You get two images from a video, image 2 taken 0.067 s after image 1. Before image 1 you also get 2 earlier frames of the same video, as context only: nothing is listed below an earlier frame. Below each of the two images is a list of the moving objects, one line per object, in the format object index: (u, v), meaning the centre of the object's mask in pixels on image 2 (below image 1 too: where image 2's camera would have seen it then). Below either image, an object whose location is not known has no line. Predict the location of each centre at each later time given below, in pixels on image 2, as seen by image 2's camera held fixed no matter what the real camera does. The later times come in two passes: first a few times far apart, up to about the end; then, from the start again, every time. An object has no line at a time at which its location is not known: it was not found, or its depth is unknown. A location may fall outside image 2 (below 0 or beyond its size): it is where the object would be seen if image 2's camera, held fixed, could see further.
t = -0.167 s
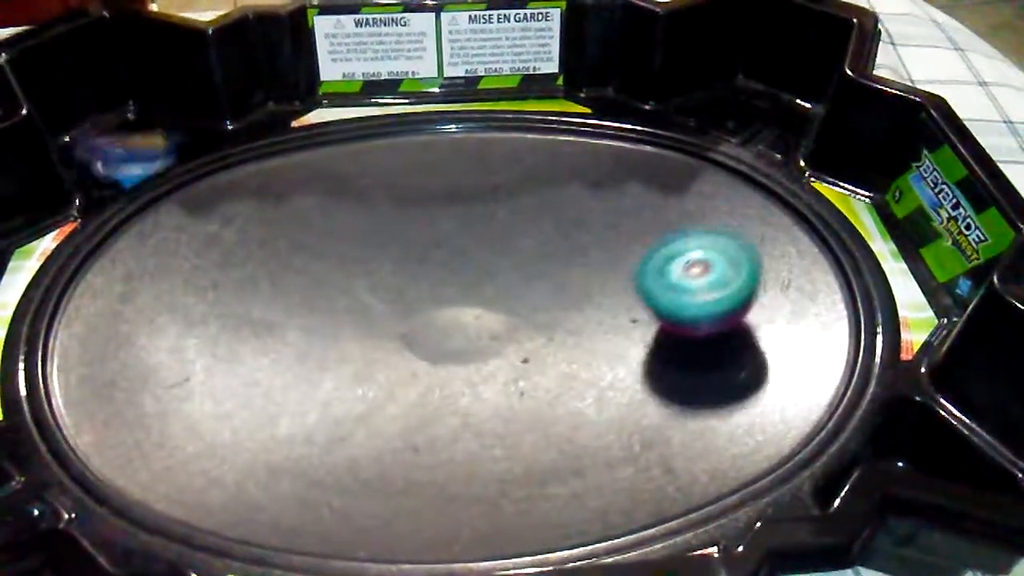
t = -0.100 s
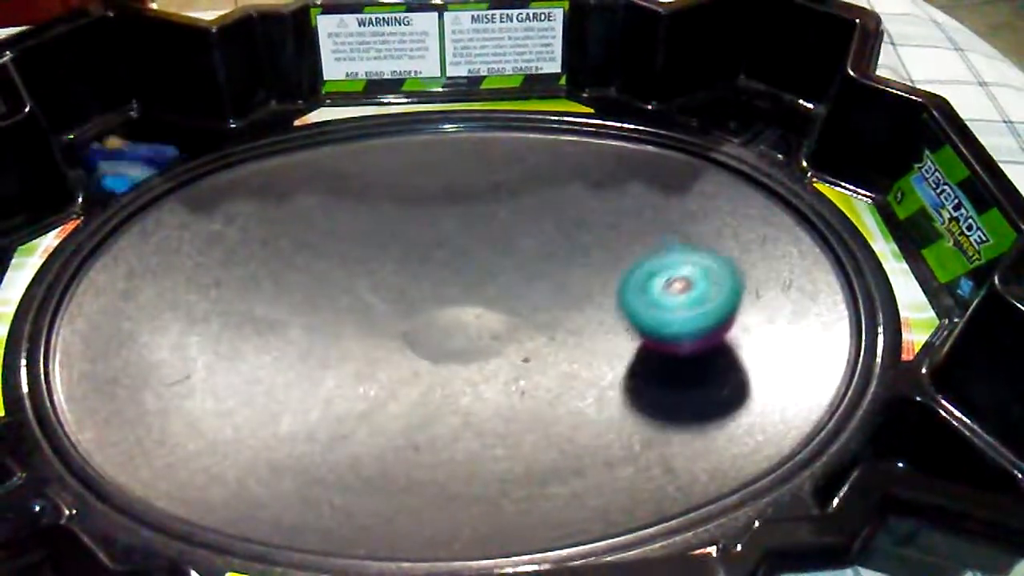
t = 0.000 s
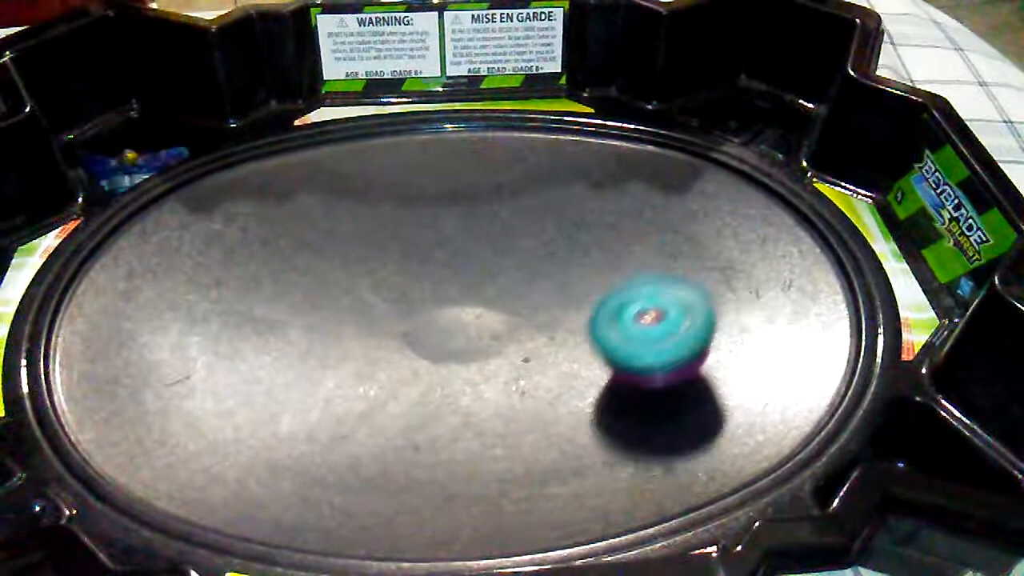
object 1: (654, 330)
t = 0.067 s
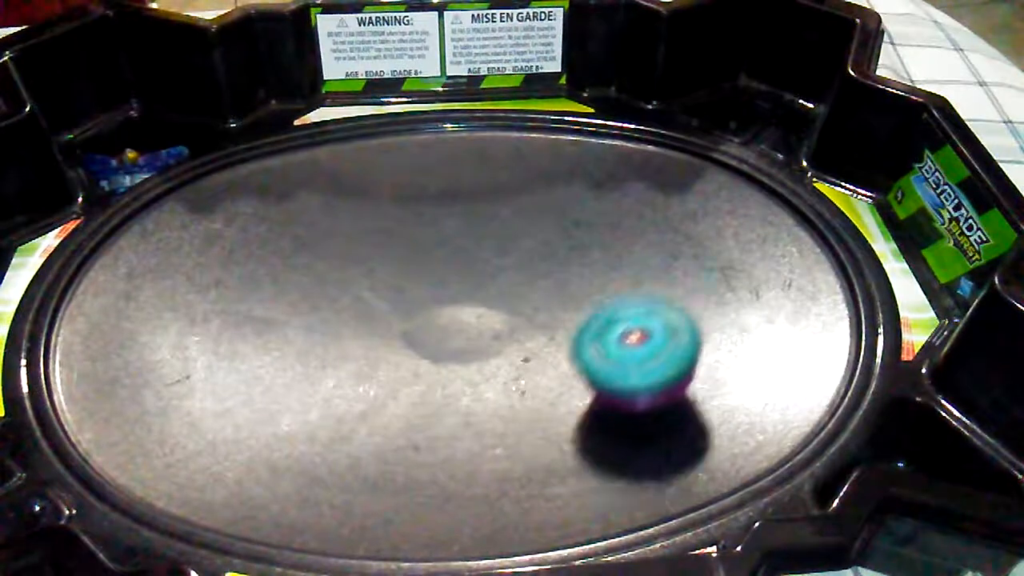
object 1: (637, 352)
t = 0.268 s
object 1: (607, 404)
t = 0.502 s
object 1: (561, 414)
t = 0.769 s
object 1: (398, 408)
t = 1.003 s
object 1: (262, 410)
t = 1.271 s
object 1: (204, 387)
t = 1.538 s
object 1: (213, 328)
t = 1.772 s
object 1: (217, 265)
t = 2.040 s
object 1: (241, 239)
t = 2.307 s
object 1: (344, 230)
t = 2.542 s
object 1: (444, 209)
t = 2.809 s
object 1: (521, 214)
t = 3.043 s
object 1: (586, 237)
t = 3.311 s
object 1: (636, 268)
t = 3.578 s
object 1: (635, 310)
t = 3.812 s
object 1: (591, 355)
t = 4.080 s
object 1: (509, 391)
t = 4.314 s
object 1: (414, 392)
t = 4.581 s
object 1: (294, 362)
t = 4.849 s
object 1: (227, 330)
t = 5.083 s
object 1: (237, 300)
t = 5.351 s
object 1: (296, 261)
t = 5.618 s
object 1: (386, 232)
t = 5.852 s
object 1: (462, 224)
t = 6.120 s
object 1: (548, 246)
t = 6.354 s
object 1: (607, 273)
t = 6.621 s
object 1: (616, 305)
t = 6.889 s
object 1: (553, 348)
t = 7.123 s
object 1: (454, 378)
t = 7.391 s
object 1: (345, 377)
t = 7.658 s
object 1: (280, 345)
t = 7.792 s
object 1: (272, 321)
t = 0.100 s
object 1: (630, 363)
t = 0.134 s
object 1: (625, 373)
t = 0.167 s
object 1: (619, 382)
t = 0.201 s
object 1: (615, 391)
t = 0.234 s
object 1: (611, 398)
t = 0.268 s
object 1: (607, 404)
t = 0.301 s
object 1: (604, 408)
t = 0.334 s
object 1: (600, 411)
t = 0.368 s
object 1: (595, 413)
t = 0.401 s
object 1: (590, 413)
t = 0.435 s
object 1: (583, 414)
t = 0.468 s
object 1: (572, 414)
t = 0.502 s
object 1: (561, 414)
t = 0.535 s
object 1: (546, 413)
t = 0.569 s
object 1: (529, 412)
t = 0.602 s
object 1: (510, 411)
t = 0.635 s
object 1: (490, 410)
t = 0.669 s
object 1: (468, 409)
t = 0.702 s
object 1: (445, 409)
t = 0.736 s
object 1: (420, 409)
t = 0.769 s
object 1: (398, 408)
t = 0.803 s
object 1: (375, 407)
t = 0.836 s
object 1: (352, 408)
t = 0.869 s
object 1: (329, 409)
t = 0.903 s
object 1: (310, 409)
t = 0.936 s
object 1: (292, 410)
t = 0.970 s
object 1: (276, 411)
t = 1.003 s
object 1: (262, 410)
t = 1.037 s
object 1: (251, 410)
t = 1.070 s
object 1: (241, 409)
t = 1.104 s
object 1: (232, 407)
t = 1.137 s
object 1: (225, 405)
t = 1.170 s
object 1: (217, 402)
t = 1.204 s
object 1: (212, 397)
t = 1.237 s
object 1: (208, 392)
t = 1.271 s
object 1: (204, 387)
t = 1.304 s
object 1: (201, 380)
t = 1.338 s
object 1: (200, 375)
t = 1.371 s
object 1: (200, 369)
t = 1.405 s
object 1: (202, 363)
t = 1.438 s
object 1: (204, 356)
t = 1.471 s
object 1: (207, 348)
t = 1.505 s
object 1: (210, 339)
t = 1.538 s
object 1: (213, 328)
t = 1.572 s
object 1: (215, 319)
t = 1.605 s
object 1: (218, 309)
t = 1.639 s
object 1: (219, 298)
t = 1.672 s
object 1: (219, 288)
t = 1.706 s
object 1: (219, 280)
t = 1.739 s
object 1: (217, 272)
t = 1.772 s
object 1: (217, 265)
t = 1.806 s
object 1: (216, 260)
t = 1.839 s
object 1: (216, 254)
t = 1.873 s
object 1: (218, 251)
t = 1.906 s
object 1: (220, 247)
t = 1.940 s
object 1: (223, 244)
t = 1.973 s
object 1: (227, 242)
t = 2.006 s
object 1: (233, 240)
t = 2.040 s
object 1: (241, 239)
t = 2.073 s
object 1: (250, 237)
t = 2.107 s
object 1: (260, 236)
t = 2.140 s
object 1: (271, 235)
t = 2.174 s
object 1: (283, 233)
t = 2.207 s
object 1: (297, 233)
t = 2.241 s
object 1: (312, 232)
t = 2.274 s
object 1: (328, 232)
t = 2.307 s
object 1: (344, 230)
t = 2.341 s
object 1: (360, 228)
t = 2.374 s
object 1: (377, 224)
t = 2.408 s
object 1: (394, 222)
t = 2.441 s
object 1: (409, 219)
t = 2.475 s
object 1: (422, 215)
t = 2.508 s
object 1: (434, 211)
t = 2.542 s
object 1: (444, 209)
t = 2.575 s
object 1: (455, 208)
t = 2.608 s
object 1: (465, 207)
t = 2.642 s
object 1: (474, 207)
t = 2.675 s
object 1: (482, 207)
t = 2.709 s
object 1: (492, 208)
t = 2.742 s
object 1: (501, 210)
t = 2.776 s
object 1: (511, 212)
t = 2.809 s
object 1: (521, 214)
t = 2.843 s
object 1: (531, 216)
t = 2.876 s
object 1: (541, 219)
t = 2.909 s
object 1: (550, 222)
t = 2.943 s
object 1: (559, 225)
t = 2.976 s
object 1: (567, 229)
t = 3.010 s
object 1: (576, 232)
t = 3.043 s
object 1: (586, 237)
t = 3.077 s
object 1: (595, 242)
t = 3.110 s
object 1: (603, 245)
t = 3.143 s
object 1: (610, 249)
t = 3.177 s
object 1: (617, 253)
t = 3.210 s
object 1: (623, 256)
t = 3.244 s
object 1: (628, 260)
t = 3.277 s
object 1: (632, 264)
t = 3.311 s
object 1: (636, 268)
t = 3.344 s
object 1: (638, 272)
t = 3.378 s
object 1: (640, 276)
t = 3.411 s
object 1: (641, 281)
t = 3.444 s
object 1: (642, 286)
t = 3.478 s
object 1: (641, 291)
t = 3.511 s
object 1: (640, 297)
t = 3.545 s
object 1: (638, 303)
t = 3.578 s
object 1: (635, 310)
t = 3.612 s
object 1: (630, 316)
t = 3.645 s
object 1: (626, 322)
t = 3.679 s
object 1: (620, 329)
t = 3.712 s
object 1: (614, 337)
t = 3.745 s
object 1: (607, 343)
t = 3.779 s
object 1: (599, 349)
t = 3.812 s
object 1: (591, 355)
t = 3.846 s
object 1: (581, 362)
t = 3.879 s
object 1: (572, 367)
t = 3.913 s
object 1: (561, 373)
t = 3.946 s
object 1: (551, 378)
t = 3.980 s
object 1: (540, 382)
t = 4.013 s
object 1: (530, 386)
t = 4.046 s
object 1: (519, 388)
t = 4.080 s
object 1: (509, 391)
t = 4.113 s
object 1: (496, 394)
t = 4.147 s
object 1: (484, 395)
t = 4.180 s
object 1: (470, 396)
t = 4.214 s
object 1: (456, 397)
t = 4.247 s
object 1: (442, 396)
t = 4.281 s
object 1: (428, 395)
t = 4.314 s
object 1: (414, 392)
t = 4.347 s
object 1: (400, 389)
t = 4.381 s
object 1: (384, 386)
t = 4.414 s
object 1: (368, 383)
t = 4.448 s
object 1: (354, 379)
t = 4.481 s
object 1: (338, 375)
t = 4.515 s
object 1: (323, 371)
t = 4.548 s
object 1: (308, 366)
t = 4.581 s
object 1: (294, 362)
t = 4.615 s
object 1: (281, 358)
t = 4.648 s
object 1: (270, 354)
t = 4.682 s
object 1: (259, 349)
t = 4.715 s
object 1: (250, 345)
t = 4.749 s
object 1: (242, 341)
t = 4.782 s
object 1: (235, 337)
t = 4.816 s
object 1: (230, 333)
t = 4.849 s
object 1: (227, 330)
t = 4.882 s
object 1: (225, 326)
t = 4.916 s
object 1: (223, 322)
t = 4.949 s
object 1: (223, 318)
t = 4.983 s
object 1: (224, 315)
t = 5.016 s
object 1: (227, 310)
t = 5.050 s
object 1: (232, 305)
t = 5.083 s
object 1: (237, 300)
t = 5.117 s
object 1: (243, 295)
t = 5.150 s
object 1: (249, 289)
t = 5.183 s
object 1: (254, 284)
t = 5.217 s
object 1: (260, 279)
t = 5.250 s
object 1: (269, 274)
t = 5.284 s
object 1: (277, 269)
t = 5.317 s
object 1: (287, 265)
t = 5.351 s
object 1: (296, 261)
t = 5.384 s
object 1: (307, 256)
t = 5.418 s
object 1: (317, 251)
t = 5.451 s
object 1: (328, 248)
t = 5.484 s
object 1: (339, 244)
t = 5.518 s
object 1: (350, 240)
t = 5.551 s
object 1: (362, 238)
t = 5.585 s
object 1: (375, 235)
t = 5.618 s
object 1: (386, 232)
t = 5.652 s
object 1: (398, 231)
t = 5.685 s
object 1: (410, 228)
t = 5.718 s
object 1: (421, 227)
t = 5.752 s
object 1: (431, 226)
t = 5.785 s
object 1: (442, 225)
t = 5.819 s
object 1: (452, 225)
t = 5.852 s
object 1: (462, 224)
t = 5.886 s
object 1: (473, 227)
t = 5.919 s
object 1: (484, 229)
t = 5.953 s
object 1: (494, 230)
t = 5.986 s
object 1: (505, 233)
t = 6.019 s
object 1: (517, 236)
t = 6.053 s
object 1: (528, 239)
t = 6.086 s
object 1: (538, 244)
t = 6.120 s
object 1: (548, 246)
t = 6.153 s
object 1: (558, 251)
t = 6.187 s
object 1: (568, 255)
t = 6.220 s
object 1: (577, 259)
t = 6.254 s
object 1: (586, 263)
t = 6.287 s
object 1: (594, 267)
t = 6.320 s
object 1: (601, 271)
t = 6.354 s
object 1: (607, 273)
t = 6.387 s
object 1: (611, 277)
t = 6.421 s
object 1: (615, 280)
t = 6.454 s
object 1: (618, 284)
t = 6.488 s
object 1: (620, 288)
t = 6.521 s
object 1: (620, 291)
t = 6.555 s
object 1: (620, 295)
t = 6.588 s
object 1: (618, 300)
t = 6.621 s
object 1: (616, 305)
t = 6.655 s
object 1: (612, 310)
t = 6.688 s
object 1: (607, 315)
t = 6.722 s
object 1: (601, 321)
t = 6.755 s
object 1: (593, 327)
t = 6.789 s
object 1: (585, 333)
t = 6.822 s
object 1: (576, 337)
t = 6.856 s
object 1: (565, 344)
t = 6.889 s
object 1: (553, 348)
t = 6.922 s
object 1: (541, 353)
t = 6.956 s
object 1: (525, 359)
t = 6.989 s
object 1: (511, 363)
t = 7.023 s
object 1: (496, 368)
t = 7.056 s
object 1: (481, 371)
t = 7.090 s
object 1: (468, 374)
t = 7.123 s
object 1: (454, 378)
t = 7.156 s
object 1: (438, 379)
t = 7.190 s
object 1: (424, 382)
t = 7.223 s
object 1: (411, 383)
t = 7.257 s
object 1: (397, 383)
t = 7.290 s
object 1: (383, 383)
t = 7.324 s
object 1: (371, 382)
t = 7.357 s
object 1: (358, 380)
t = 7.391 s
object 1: (345, 377)
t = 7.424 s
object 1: (333, 373)
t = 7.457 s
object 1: (323, 370)
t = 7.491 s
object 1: (314, 367)
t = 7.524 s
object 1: (305, 364)
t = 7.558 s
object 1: (297, 360)
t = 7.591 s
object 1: (290, 355)
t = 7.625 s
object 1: (285, 350)
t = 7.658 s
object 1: (280, 345)
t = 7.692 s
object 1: (277, 339)
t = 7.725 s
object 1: (274, 333)
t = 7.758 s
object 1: (272, 327)
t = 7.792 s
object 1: (272, 321)
